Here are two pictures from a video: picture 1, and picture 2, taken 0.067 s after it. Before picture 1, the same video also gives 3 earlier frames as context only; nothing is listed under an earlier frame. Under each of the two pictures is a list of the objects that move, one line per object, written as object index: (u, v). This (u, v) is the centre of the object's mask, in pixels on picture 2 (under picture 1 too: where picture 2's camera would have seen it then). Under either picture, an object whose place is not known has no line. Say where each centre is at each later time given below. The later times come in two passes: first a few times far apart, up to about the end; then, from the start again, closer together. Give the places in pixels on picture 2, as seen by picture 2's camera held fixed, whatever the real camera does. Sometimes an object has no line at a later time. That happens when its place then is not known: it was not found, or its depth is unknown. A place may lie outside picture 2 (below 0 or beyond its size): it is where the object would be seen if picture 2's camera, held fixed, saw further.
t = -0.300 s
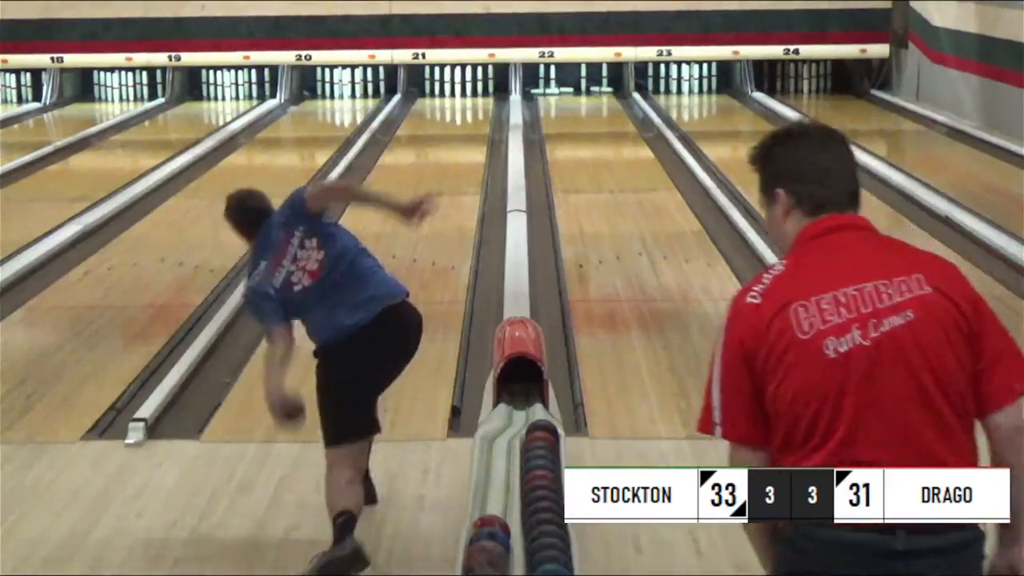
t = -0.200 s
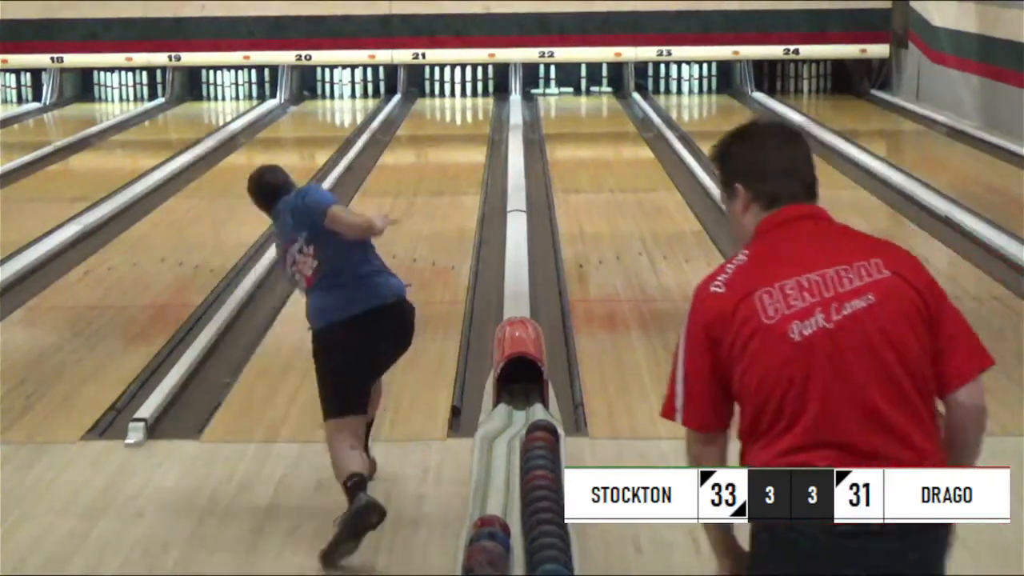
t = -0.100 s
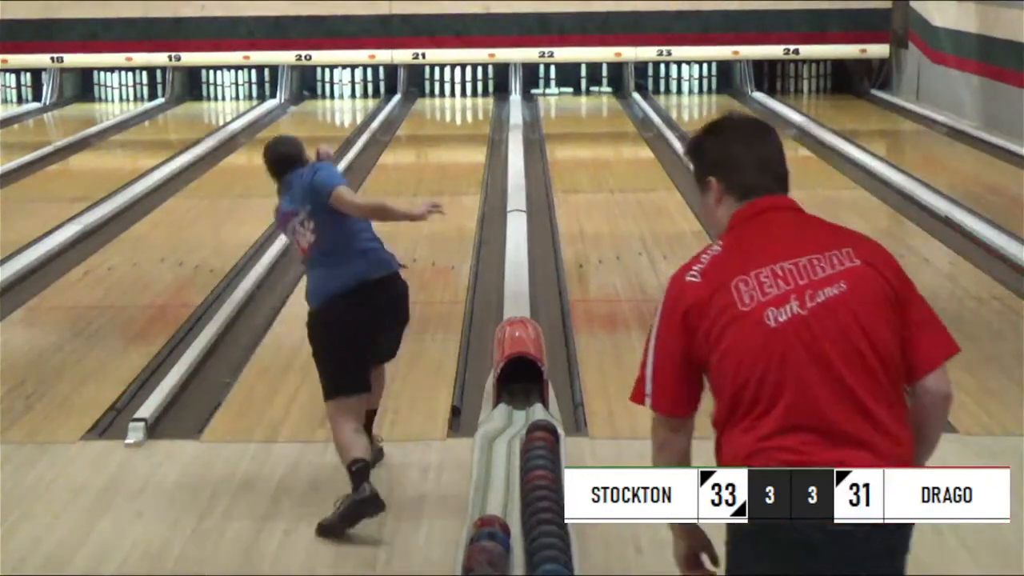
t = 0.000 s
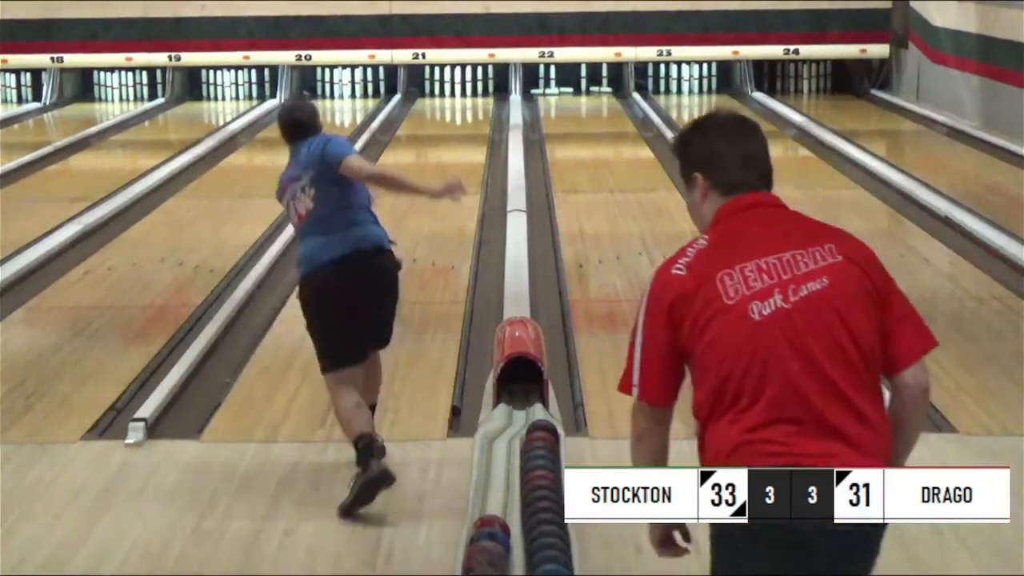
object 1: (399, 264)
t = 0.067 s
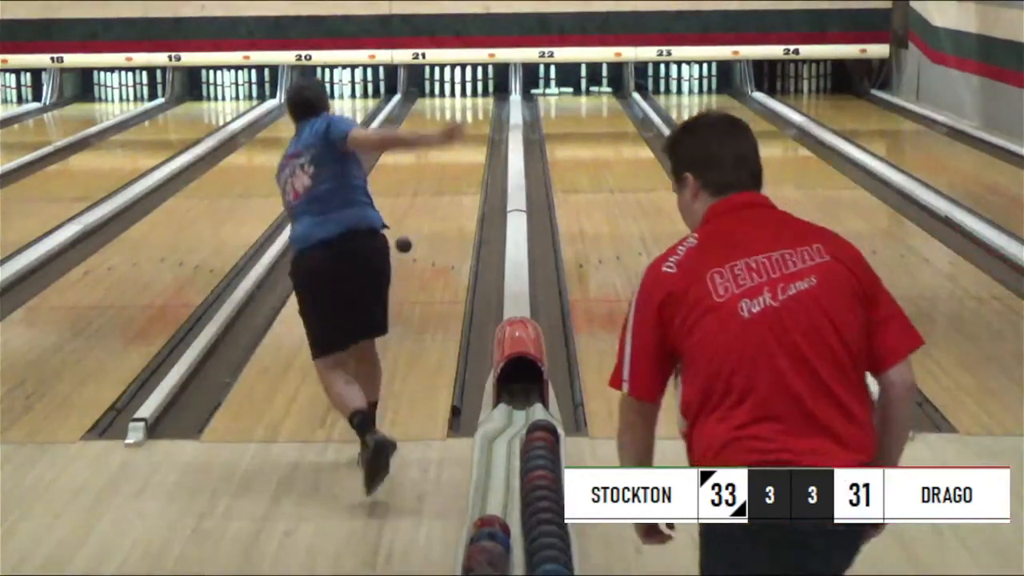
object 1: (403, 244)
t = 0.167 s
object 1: (416, 218)
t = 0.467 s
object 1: (445, 148)
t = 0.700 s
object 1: (457, 116)
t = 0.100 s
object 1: (408, 238)
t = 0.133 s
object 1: (412, 230)
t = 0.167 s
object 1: (416, 218)
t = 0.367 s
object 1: (439, 163)
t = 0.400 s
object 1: (441, 158)
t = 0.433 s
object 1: (443, 153)
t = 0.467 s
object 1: (445, 148)
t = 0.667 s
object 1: (456, 120)
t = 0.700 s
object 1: (457, 116)
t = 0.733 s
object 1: (459, 112)
